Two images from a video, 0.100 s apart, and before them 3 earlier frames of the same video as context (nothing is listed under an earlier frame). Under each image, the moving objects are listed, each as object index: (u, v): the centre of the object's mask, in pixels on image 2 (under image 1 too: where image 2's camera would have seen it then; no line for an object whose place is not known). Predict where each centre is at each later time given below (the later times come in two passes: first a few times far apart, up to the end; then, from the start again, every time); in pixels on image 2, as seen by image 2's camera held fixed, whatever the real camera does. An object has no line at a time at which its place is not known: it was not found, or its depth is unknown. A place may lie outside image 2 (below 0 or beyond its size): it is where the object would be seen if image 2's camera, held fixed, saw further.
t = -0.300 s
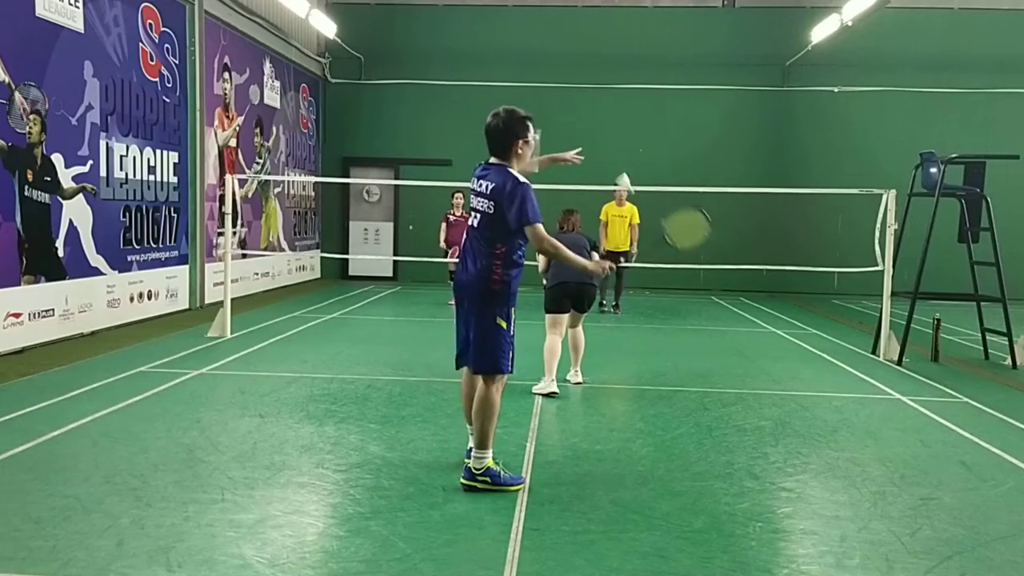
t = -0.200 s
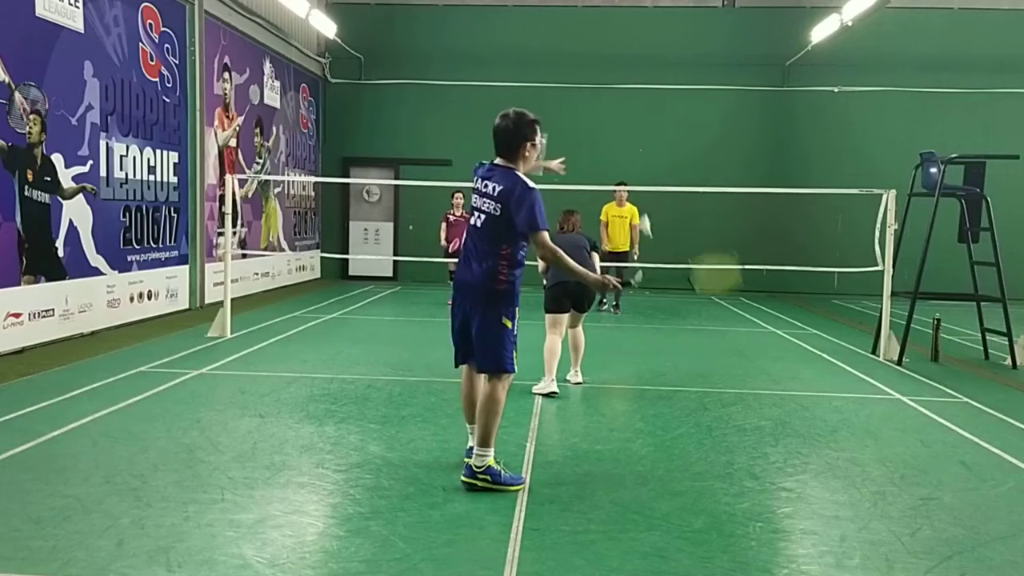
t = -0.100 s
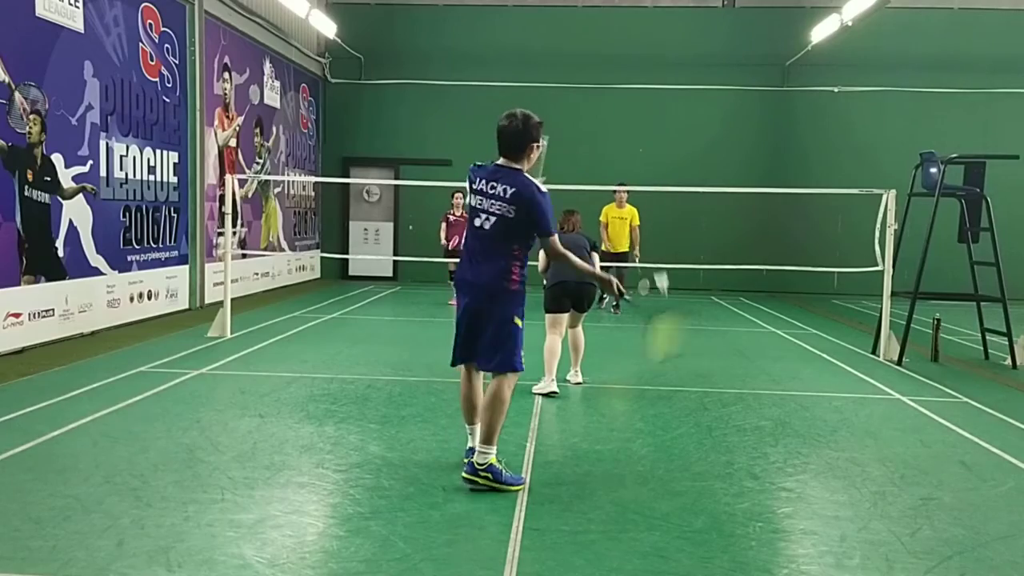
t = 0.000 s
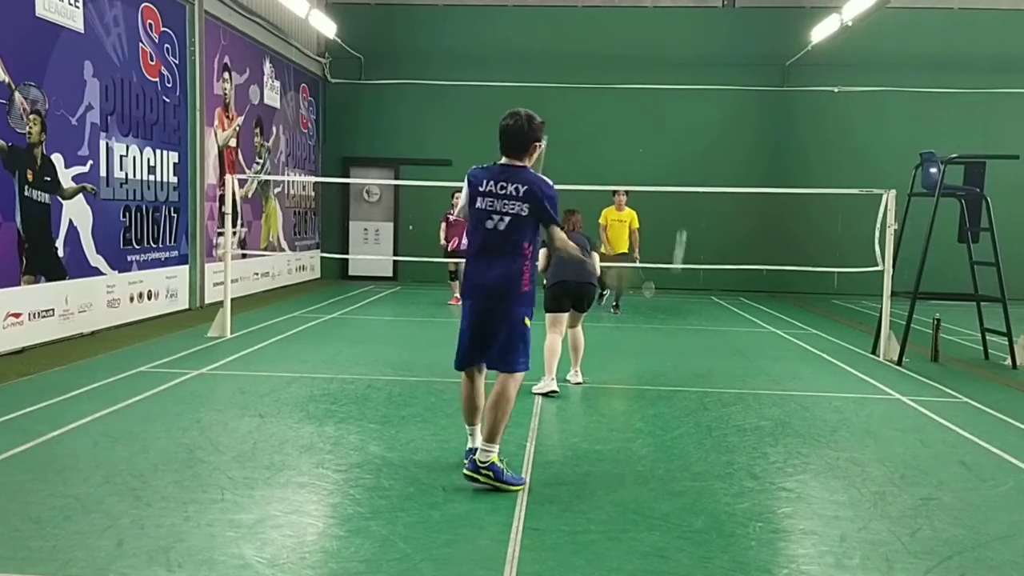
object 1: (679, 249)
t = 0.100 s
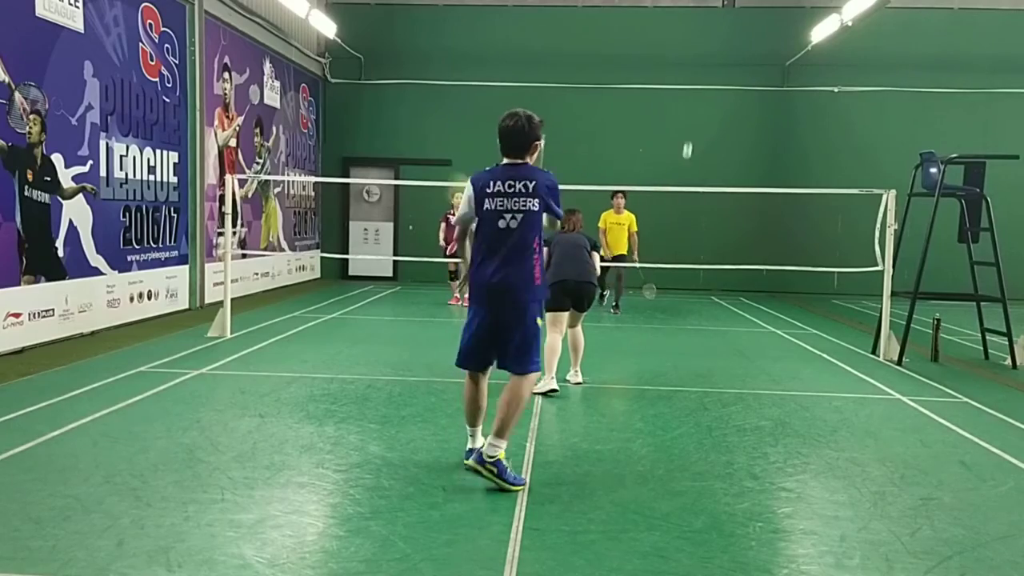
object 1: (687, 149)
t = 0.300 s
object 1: (693, 96)
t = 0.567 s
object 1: (695, 107)
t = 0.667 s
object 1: (695, 123)
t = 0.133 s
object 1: (690, 133)
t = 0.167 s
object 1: (691, 120)
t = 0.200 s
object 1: (691, 109)
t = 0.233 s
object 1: (692, 103)
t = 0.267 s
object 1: (692, 99)
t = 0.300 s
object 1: (693, 96)
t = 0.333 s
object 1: (694, 94)
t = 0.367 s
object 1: (694, 93)
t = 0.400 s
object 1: (694, 94)
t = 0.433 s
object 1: (695, 95)
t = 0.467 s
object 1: (695, 97)
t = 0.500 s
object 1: (695, 99)
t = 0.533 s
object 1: (695, 103)
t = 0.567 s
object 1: (695, 107)
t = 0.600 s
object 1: (695, 112)
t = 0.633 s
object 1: (695, 117)
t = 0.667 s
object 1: (695, 123)
